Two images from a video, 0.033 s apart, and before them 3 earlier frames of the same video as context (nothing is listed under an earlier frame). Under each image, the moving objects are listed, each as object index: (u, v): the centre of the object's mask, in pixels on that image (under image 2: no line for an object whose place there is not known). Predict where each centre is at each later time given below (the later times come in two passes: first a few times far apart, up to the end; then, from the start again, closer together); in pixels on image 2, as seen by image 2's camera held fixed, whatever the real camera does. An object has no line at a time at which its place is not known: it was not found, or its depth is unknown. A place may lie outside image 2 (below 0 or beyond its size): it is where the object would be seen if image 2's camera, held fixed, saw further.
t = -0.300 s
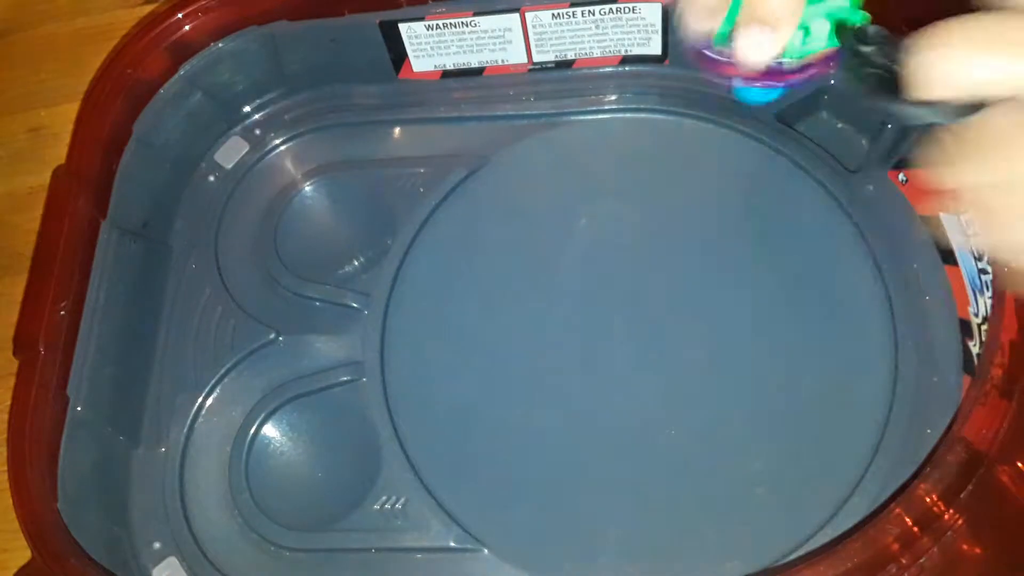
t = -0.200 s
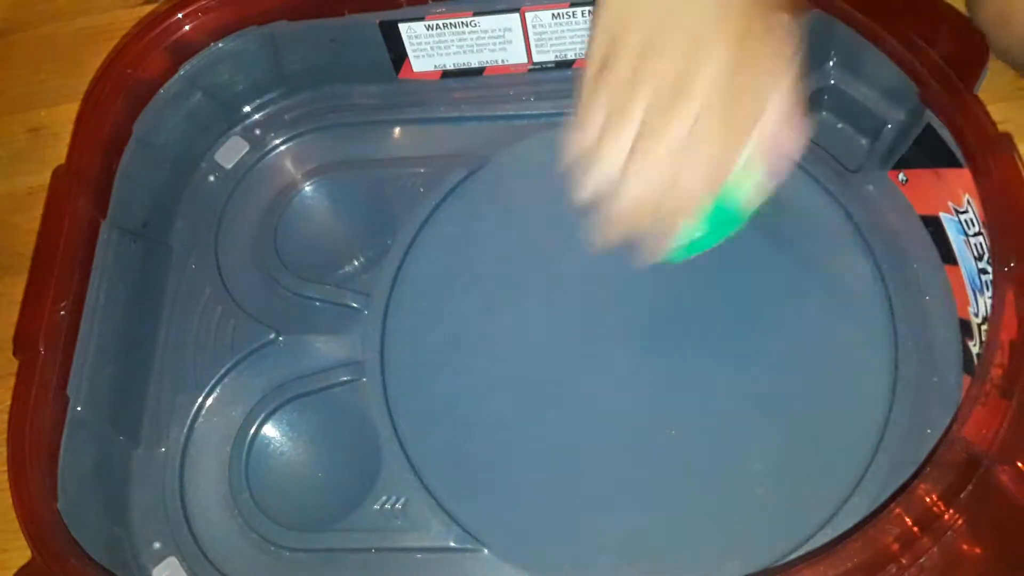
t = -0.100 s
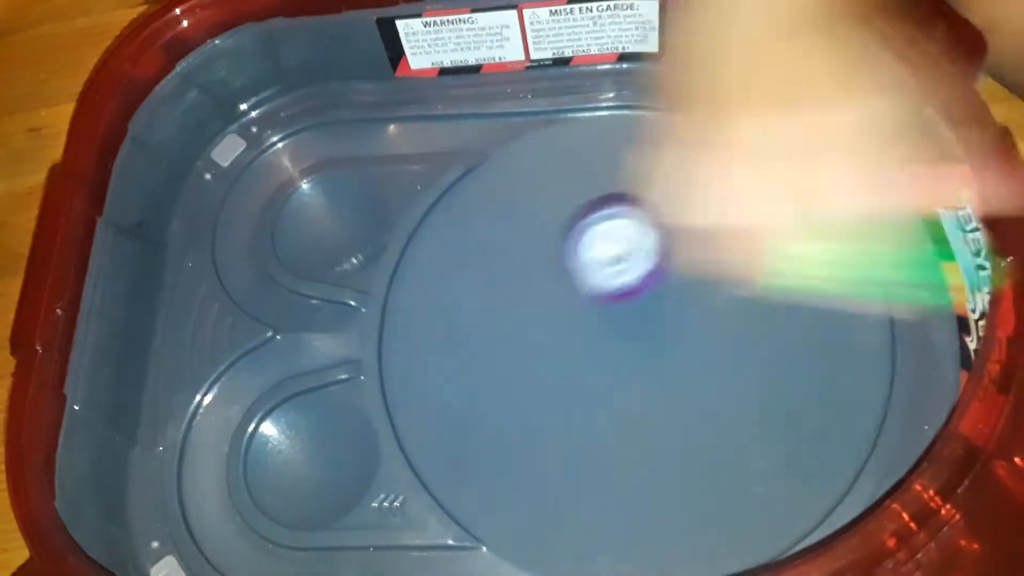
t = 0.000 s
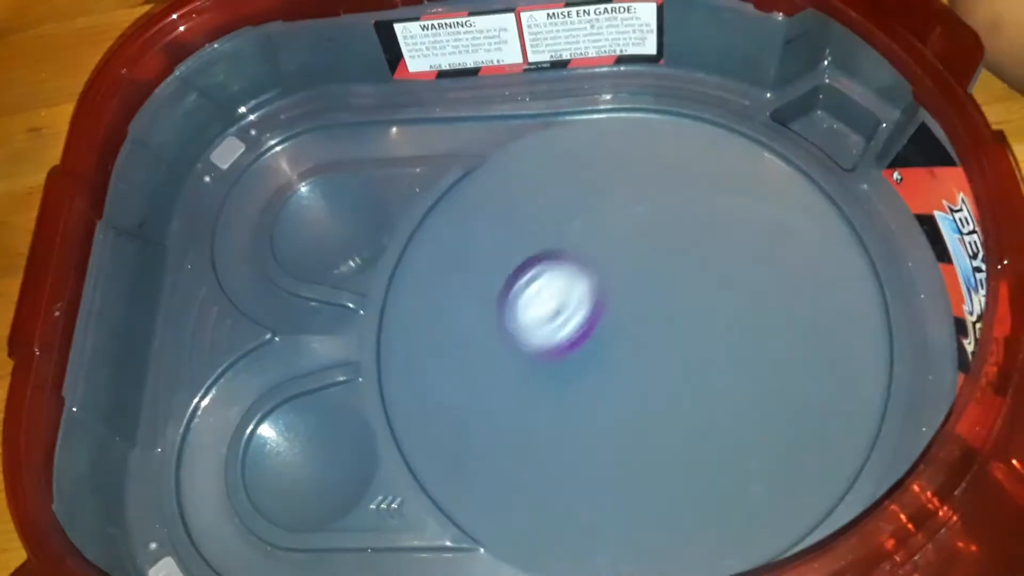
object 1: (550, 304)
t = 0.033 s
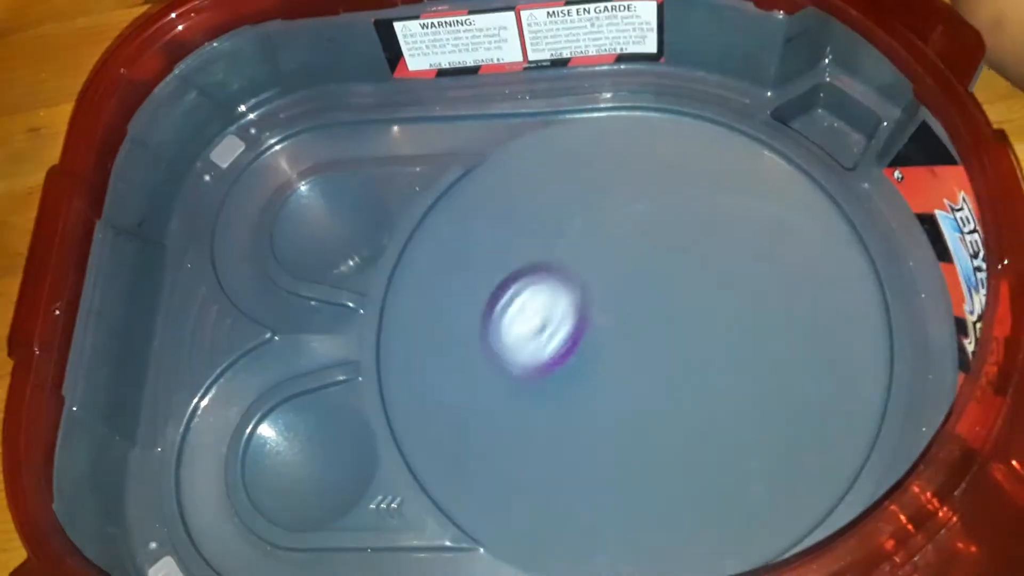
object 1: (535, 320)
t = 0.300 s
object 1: (544, 481)
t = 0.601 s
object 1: (833, 444)
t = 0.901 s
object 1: (682, 111)
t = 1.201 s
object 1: (274, 193)
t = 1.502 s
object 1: (612, 272)
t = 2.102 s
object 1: (552, 309)
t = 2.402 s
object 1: (448, 445)
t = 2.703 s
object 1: (803, 461)
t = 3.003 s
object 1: (676, 106)
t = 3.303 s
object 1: (215, 237)
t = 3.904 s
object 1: (671, 147)
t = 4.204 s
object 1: (343, 310)
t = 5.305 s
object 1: (401, 253)
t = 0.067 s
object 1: (522, 338)
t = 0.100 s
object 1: (512, 357)
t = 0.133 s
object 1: (506, 380)
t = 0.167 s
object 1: (504, 401)
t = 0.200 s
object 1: (506, 422)
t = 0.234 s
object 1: (513, 443)
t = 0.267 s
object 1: (526, 463)
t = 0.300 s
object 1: (544, 481)
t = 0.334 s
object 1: (565, 495)
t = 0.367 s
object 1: (592, 505)
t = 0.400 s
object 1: (622, 512)
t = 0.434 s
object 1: (655, 514)
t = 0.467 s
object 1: (690, 511)
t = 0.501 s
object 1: (729, 505)
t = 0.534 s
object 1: (765, 489)
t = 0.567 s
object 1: (800, 470)
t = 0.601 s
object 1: (833, 444)
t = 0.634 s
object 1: (859, 414)
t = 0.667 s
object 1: (863, 371)
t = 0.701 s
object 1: (861, 328)
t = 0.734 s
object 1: (850, 281)
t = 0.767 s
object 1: (831, 236)
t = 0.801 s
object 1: (804, 193)
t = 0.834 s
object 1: (771, 154)
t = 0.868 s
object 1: (729, 128)
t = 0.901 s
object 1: (682, 111)
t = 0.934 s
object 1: (627, 105)
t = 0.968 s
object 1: (571, 108)
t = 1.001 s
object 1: (513, 118)
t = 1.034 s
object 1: (461, 126)
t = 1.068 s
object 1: (420, 126)
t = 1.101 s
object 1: (381, 135)
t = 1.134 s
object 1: (346, 151)
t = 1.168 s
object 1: (306, 168)
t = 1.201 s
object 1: (274, 193)
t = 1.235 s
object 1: (265, 221)
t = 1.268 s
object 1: (297, 244)
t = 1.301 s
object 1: (339, 246)
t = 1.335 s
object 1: (377, 240)
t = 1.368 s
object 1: (422, 240)
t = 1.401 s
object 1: (465, 246)
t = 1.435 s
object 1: (514, 252)
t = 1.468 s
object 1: (563, 261)
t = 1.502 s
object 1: (612, 272)
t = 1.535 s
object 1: (661, 287)
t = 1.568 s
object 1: (709, 306)
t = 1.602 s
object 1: (752, 326)
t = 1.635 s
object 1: (792, 345)
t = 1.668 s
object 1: (825, 357)
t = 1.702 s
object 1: (852, 365)
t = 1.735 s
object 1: (869, 365)
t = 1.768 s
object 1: (858, 359)
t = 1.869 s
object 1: (797, 322)
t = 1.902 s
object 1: (768, 309)
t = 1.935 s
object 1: (733, 301)
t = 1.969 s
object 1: (698, 297)
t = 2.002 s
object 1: (659, 296)
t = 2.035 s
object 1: (622, 298)
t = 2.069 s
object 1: (586, 302)
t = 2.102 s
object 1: (552, 309)
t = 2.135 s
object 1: (521, 318)
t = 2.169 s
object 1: (492, 328)
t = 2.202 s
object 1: (468, 341)
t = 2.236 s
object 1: (449, 354)
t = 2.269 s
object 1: (434, 370)
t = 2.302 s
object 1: (427, 388)
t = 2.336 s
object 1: (427, 407)
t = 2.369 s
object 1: (435, 426)
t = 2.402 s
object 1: (448, 445)
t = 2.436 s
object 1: (467, 462)
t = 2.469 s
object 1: (495, 478)
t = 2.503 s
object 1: (529, 492)
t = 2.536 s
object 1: (566, 502)
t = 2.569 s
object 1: (609, 508)
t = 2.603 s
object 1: (658, 507)
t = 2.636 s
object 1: (707, 500)
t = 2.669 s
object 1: (755, 487)
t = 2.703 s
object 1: (803, 461)
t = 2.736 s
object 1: (845, 431)
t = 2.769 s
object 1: (870, 391)
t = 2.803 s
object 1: (871, 340)
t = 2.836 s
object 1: (866, 291)
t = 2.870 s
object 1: (854, 241)
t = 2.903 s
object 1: (827, 196)
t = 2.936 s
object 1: (783, 156)
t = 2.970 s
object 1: (733, 124)
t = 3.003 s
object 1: (676, 106)
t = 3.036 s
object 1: (610, 103)
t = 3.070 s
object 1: (542, 110)
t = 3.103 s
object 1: (477, 118)
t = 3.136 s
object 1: (421, 111)
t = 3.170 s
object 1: (369, 106)
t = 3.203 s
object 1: (319, 111)
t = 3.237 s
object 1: (270, 138)
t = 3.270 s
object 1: (221, 181)
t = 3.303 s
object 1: (215, 237)
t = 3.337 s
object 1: (241, 279)
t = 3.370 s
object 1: (303, 304)
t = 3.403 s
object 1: (373, 329)
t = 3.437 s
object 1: (443, 358)
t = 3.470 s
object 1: (523, 384)
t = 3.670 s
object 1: (852, 372)
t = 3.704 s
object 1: (846, 334)
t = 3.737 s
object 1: (833, 297)
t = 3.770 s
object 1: (813, 260)
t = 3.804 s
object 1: (788, 225)
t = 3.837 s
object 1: (755, 192)
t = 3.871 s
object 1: (712, 165)
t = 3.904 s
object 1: (671, 147)
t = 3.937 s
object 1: (624, 135)
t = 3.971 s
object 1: (576, 130)
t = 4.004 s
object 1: (526, 133)
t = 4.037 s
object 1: (478, 147)
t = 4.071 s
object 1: (443, 167)
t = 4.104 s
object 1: (409, 200)
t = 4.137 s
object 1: (381, 236)
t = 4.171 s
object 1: (358, 275)
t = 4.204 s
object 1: (343, 310)
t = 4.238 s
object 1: (342, 353)
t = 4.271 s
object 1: (351, 389)
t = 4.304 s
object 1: (363, 426)
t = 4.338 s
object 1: (369, 466)
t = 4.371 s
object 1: (375, 504)
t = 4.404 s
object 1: (384, 529)
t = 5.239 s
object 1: (490, 192)
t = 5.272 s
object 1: (445, 218)
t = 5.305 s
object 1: (401, 253)
